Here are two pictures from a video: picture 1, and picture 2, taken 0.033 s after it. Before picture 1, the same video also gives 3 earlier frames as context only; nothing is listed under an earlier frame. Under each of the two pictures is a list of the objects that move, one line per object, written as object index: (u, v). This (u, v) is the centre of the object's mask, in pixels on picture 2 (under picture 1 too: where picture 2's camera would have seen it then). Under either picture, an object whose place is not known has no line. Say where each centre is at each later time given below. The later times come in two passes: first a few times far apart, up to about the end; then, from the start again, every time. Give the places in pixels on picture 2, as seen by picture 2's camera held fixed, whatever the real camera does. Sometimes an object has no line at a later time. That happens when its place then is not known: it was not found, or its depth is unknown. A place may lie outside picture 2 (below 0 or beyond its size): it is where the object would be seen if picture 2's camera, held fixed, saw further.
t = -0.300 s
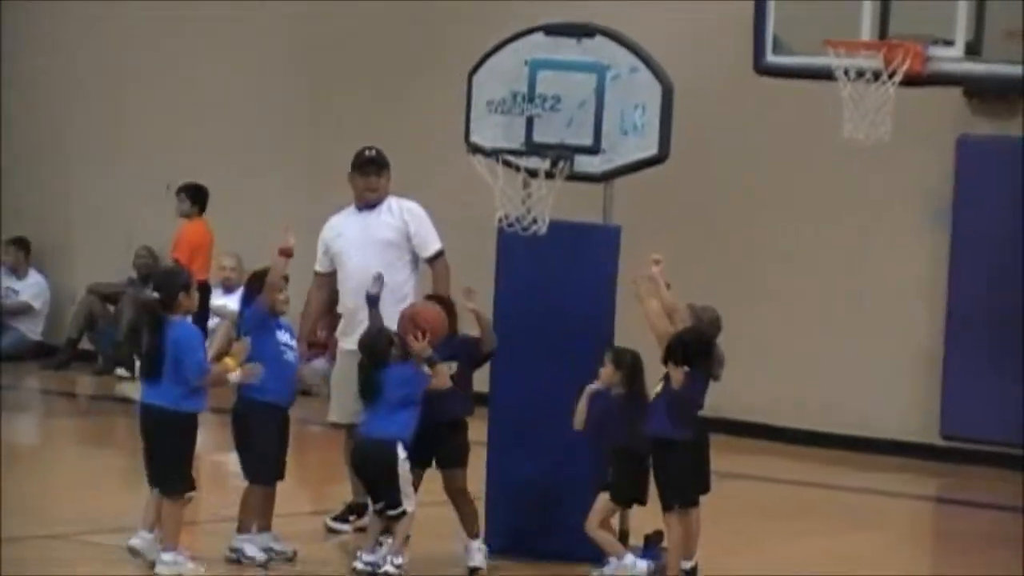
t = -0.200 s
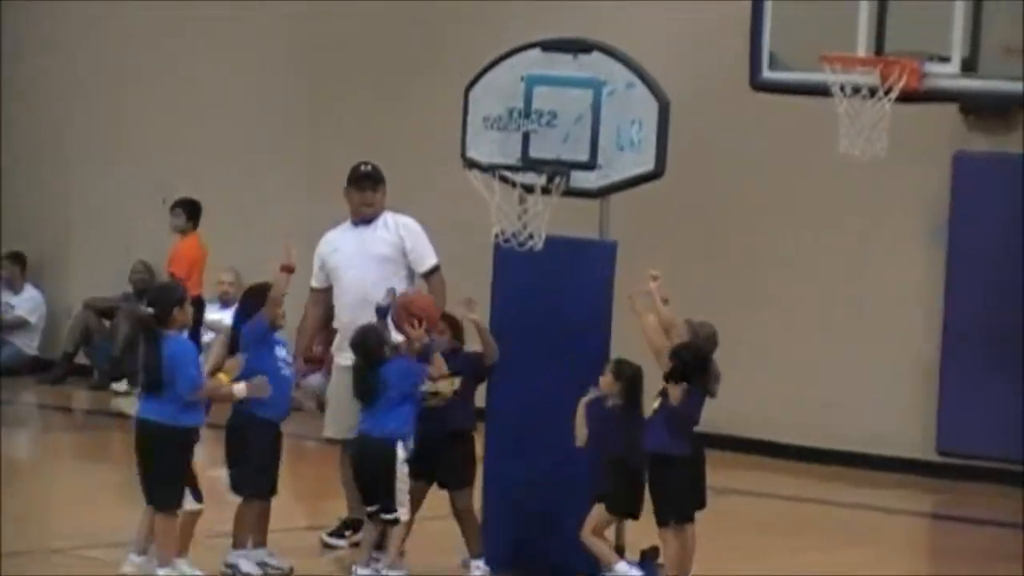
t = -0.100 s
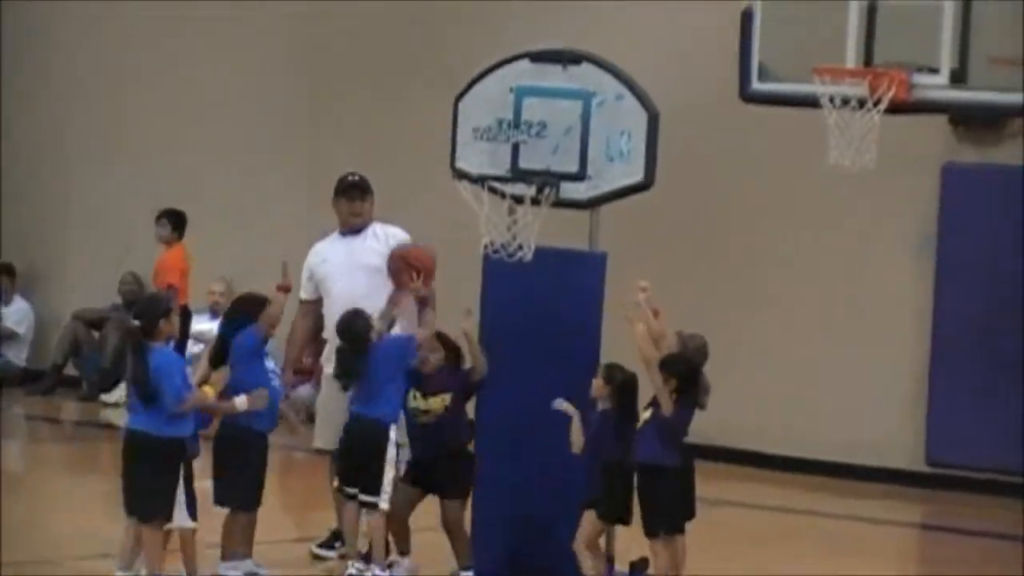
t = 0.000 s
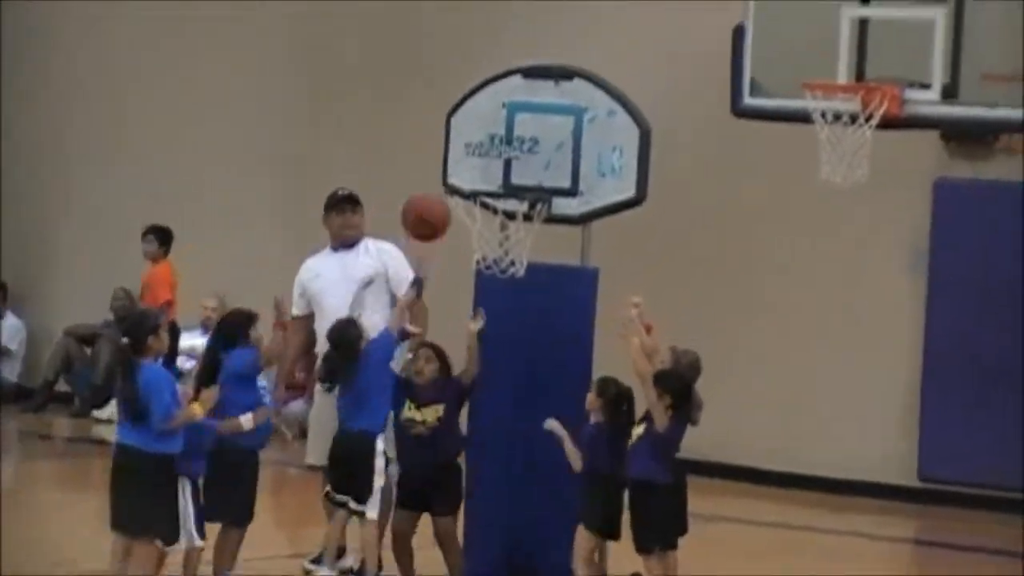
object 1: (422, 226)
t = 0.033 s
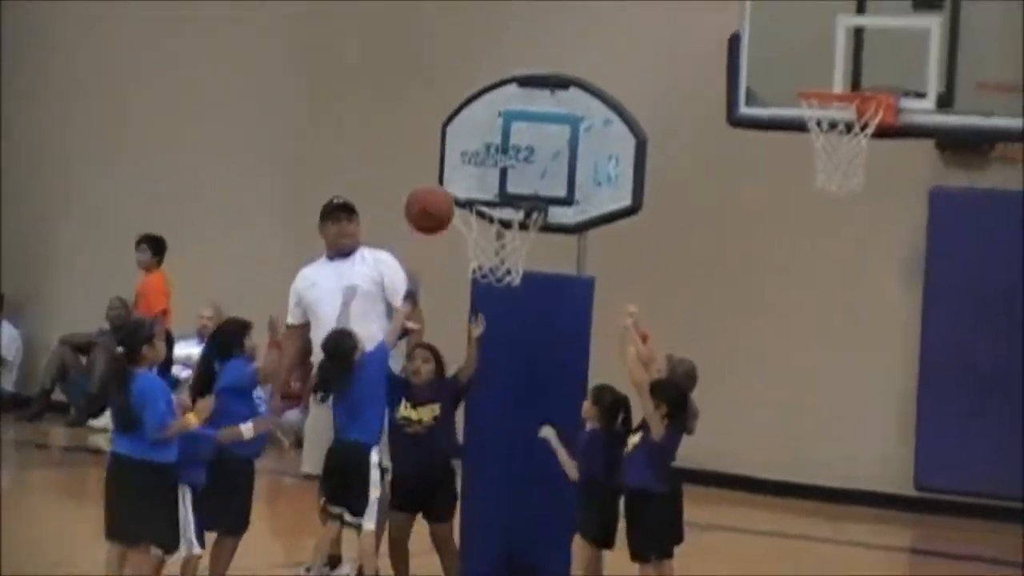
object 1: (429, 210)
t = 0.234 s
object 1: (473, 163)
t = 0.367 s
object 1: (500, 180)
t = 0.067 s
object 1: (438, 195)
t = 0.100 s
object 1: (445, 183)
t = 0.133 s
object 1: (452, 177)
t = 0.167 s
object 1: (460, 169)
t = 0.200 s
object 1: (467, 165)
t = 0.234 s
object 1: (473, 163)
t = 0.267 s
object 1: (479, 165)
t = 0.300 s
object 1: (487, 169)
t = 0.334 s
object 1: (493, 173)
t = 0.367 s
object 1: (500, 180)
